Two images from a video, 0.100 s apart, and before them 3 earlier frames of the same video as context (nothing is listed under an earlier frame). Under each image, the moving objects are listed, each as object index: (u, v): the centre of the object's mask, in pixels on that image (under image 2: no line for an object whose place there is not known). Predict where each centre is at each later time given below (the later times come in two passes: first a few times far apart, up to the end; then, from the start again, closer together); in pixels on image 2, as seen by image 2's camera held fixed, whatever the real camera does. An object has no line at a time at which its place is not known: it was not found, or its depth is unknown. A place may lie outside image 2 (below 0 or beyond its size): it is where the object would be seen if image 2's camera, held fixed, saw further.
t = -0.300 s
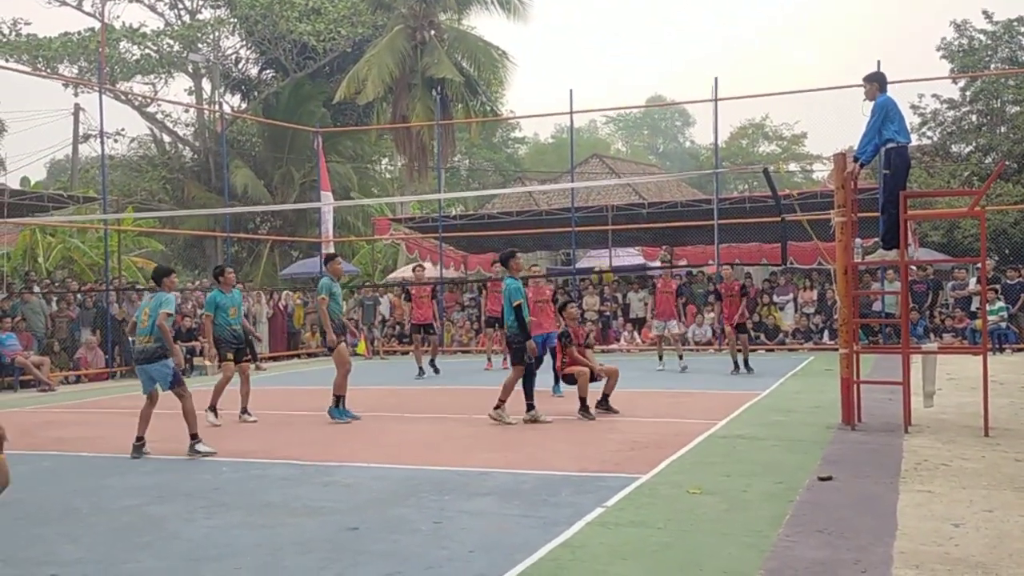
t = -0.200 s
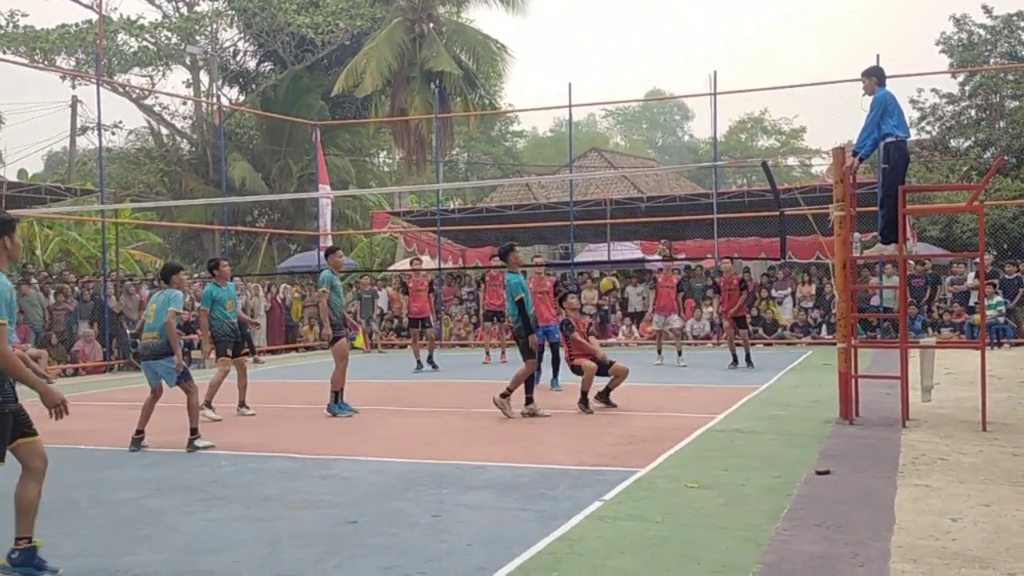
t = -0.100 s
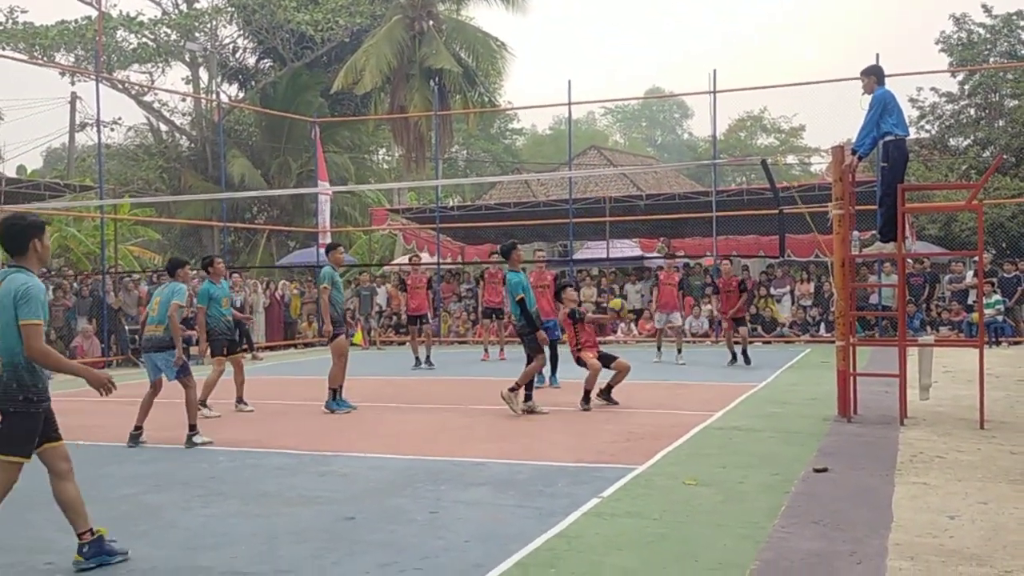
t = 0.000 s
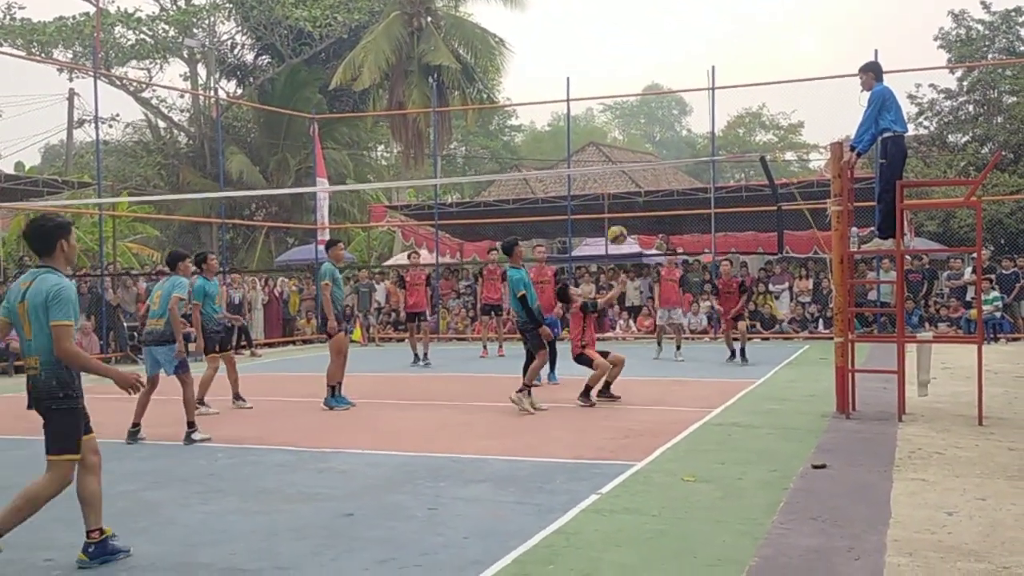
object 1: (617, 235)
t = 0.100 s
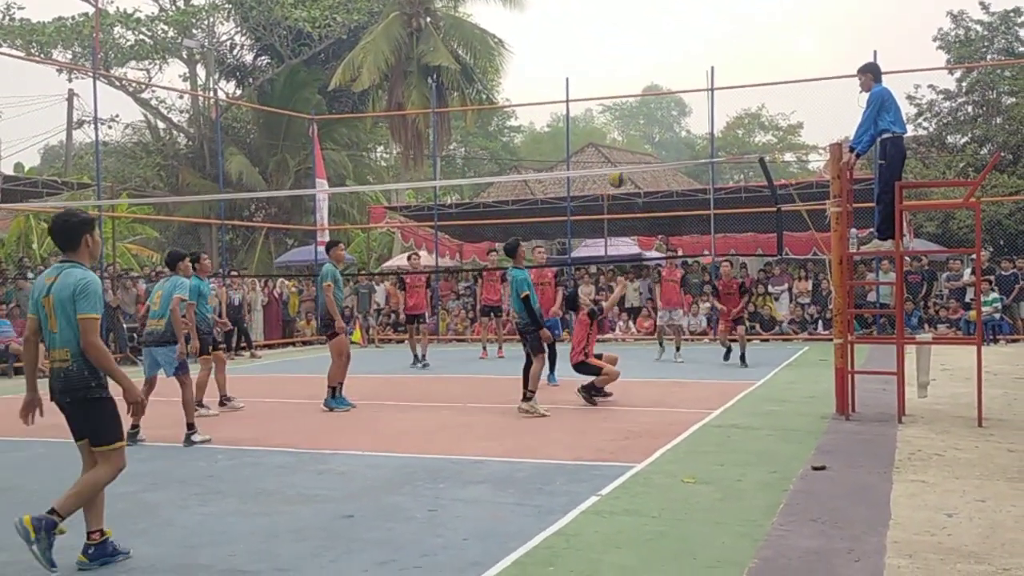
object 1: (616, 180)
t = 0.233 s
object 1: (618, 121)
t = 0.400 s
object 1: (618, 73)
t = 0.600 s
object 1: (618, 51)
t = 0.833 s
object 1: (619, 66)
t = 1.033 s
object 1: (619, 109)
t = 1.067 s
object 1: (620, 118)
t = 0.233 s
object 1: (618, 121)
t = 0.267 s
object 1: (618, 108)
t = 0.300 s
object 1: (618, 98)
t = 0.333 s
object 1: (618, 89)
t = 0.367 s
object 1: (617, 80)
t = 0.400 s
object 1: (618, 73)
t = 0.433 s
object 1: (618, 67)
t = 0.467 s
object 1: (618, 61)
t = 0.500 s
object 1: (618, 57)
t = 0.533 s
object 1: (618, 54)
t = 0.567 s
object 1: (618, 52)
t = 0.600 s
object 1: (618, 51)
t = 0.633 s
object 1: (618, 50)
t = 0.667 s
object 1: (618, 51)
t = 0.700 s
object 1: (618, 52)
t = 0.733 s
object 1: (618, 54)
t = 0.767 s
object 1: (618, 58)
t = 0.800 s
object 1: (618, 61)
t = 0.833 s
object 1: (619, 66)
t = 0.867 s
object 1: (618, 71)
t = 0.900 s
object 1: (618, 77)
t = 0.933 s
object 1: (619, 84)
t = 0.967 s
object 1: (619, 92)
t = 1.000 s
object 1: (619, 101)
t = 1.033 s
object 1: (619, 109)
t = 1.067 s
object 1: (620, 118)
